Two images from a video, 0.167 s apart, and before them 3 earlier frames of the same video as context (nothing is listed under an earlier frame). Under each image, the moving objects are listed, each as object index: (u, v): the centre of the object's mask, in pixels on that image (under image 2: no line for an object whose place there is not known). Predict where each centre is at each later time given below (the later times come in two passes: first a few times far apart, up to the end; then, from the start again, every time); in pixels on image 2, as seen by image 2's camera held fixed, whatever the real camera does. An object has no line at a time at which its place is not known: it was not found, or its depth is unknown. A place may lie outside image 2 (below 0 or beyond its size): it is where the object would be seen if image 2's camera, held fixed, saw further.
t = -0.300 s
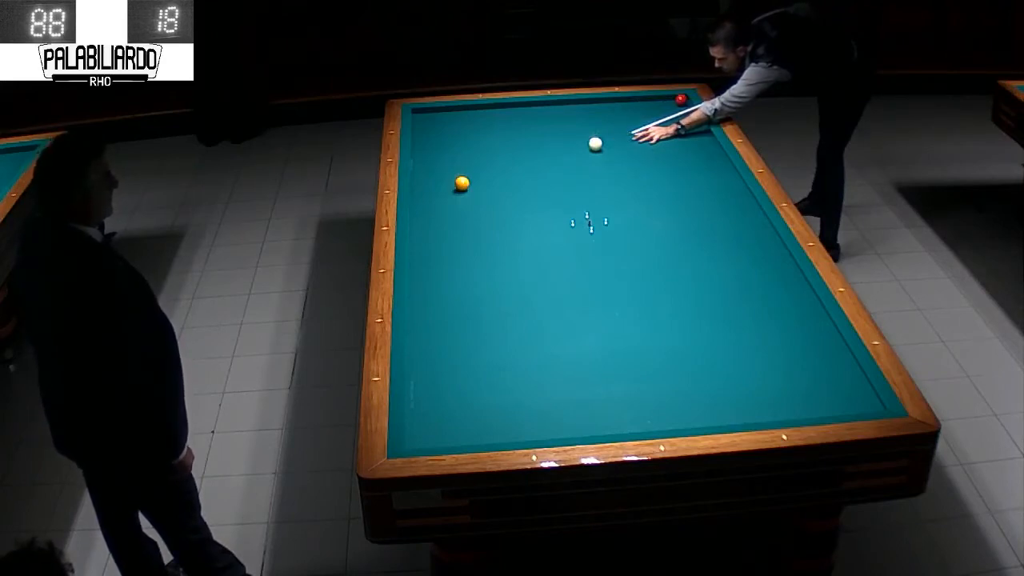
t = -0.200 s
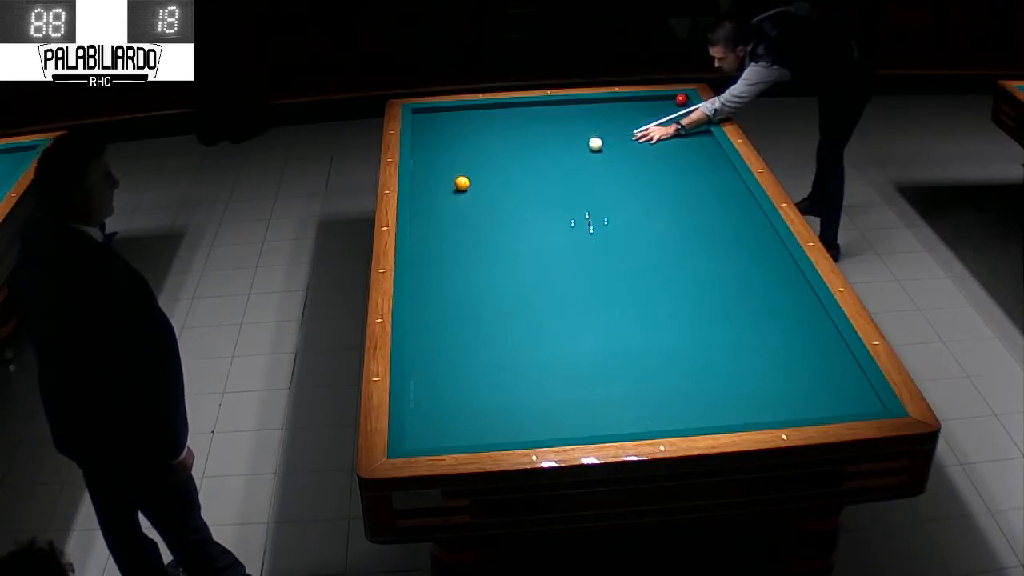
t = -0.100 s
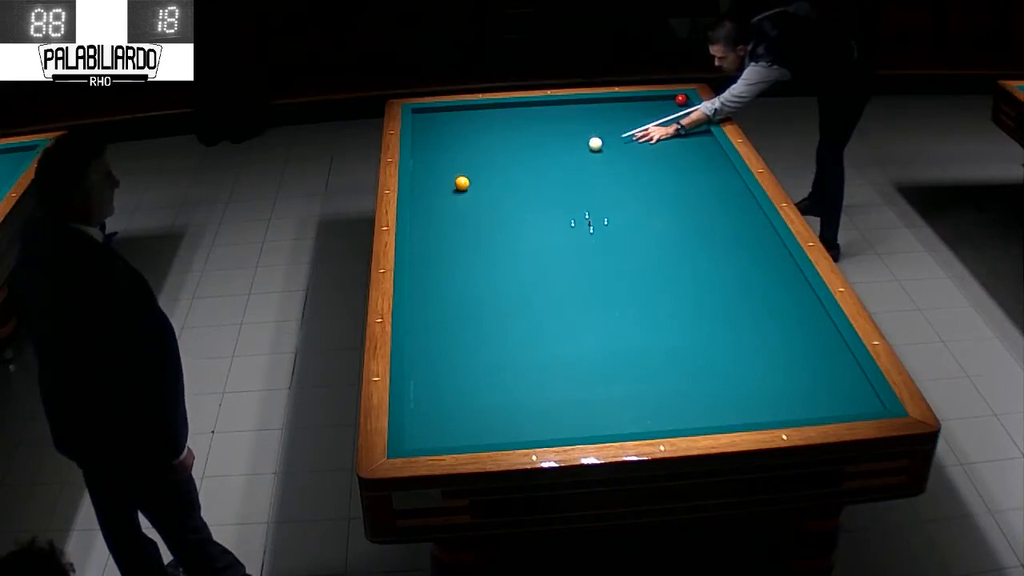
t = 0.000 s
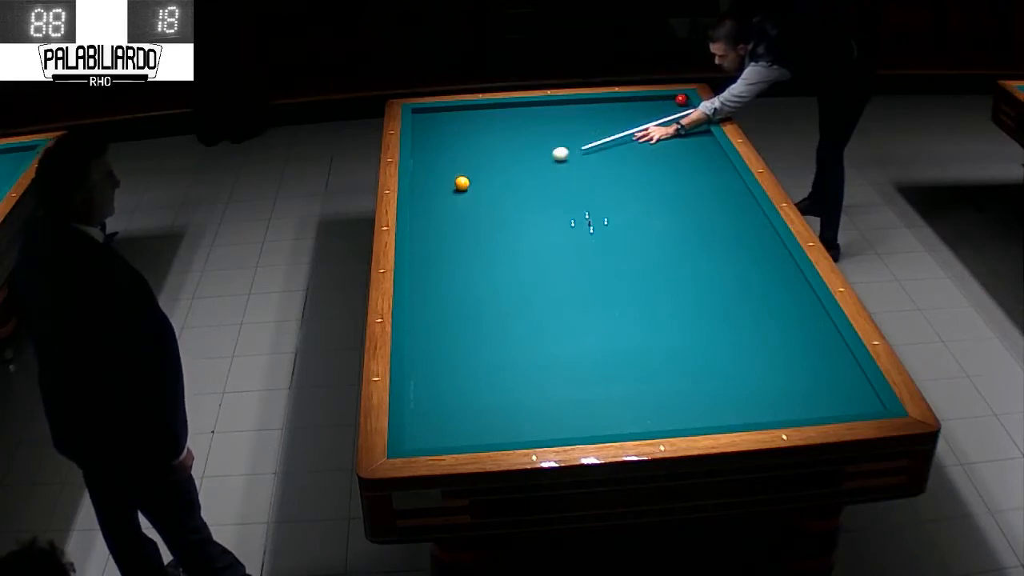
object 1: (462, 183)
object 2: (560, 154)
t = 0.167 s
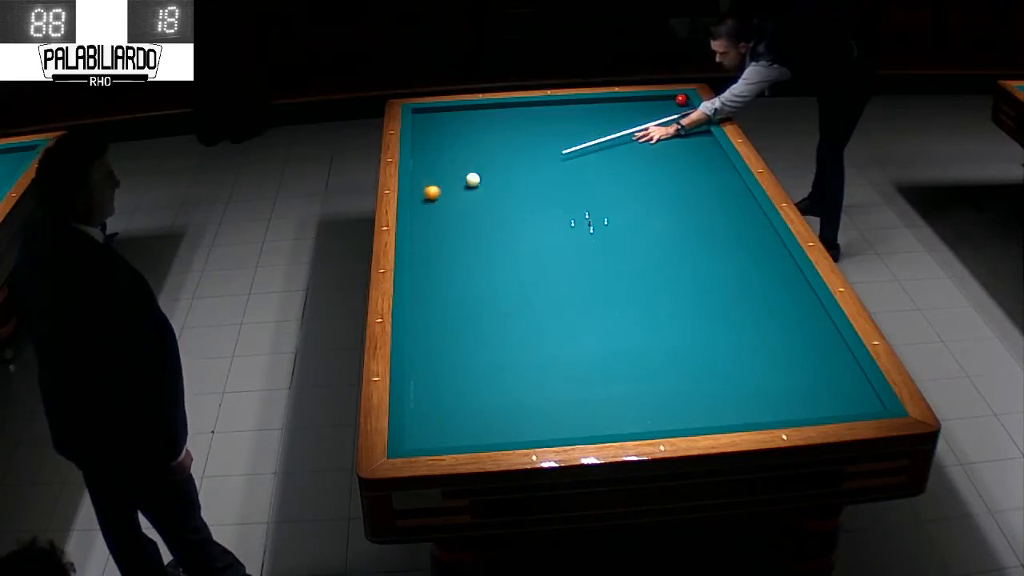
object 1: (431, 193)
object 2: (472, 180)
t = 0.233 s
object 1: (436, 201)
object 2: (471, 179)
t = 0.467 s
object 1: (556, 214)
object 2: (468, 179)
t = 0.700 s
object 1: (659, 226)
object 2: (465, 179)
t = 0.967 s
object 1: (775, 241)
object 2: (462, 179)
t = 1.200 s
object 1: (710, 250)
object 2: (460, 179)
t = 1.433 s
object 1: (663, 259)
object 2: (458, 179)
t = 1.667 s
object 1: (615, 269)
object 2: (457, 179)
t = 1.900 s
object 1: (565, 278)
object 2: (456, 179)
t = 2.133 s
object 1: (515, 289)
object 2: (456, 179)
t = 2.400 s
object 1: (456, 300)
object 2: (456, 179)
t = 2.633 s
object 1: (421, 309)
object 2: (456, 179)
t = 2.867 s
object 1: (452, 312)
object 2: (456, 179)
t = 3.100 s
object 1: (482, 314)
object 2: (456, 179)
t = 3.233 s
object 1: (499, 316)
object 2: (456, 179)
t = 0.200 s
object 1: (417, 199)
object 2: (472, 179)
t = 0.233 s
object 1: (436, 201)
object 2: (471, 179)
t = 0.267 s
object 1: (454, 203)
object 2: (471, 179)
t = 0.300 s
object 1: (472, 204)
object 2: (470, 179)
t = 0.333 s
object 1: (490, 206)
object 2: (470, 179)
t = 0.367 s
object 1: (507, 208)
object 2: (469, 179)
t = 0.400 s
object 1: (524, 210)
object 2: (469, 179)
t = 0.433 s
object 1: (541, 212)
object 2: (468, 179)
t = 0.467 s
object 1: (556, 214)
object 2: (468, 179)
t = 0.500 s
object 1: (572, 215)
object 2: (468, 179)
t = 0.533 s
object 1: (586, 217)
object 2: (467, 179)
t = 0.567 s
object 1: (601, 219)
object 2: (467, 179)
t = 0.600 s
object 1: (616, 221)
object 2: (466, 179)
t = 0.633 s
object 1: (630, 222)
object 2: (466, 179)
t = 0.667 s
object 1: (645, 224)
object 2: (465, 179)
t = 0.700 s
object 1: (659, 226)
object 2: (465, 179)
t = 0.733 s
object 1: (674, 228)
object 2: (465, 179)
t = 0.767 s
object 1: (689, 230)
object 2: (464, 179)
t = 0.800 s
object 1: (703, 231)
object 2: (464, 179)
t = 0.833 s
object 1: (718, 233)
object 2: (463, 179)
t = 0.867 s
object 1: (733, 235)
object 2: (463, 179)
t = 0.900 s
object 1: (748, 237)
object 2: (463, 179)
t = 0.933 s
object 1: (763, 239)
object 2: (462, 179)
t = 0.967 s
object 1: (775, 241)
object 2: (462, 179)
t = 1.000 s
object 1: (764, 242)
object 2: (461, 179)
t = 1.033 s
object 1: (754, 243)
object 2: (461, 179)
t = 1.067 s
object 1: (744, 245)
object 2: (461, 179)
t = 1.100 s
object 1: (735, 246)
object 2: (461, 179)
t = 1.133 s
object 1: (726, 247)
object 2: (460, 179)
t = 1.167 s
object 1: (718, 249)
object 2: (460, 179)
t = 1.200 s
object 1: (710, 250)
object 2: (460, 179)
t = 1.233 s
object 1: (703, 251)
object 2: (459, 179)
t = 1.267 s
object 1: (697, 252)
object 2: (459, 179)
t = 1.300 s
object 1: (690, 254)
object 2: (459, 179)
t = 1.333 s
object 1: (683, 255)
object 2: (459, 179)
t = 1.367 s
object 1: (676, 256)
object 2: (458, 179)
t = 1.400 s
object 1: (670, 258)
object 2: (458, 179)
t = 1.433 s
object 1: (663, 259)
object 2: (458, 179)
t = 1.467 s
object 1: (656, 260)
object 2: (458, 179)
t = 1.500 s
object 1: (649, 262)
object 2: (458, 179)
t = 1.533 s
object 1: (642, 263)
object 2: (457, 179)
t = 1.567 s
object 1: (635, 265)
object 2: (457, 179)
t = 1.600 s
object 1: (629, 266)
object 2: (457, 179)
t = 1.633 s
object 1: (622, 267)
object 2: (457, 179)
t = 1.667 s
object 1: (615, 269)
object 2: (457, 179)
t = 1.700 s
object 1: (607, 270)
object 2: (457, 179)
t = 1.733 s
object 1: (600, 272)
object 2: (457, 179)
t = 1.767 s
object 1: (593, 273)
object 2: (457, 179)
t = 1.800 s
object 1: (586, 274)
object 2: (456, 179)
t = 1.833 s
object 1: (579, 276)
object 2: (456, 179)
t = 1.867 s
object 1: (572, 277)
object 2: (456, 179)
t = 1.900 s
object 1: (565, 278)
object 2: (456, 179)
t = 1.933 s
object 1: (558, 280)
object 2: (456, 179)
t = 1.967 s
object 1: (550, 281)
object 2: (456, 179)
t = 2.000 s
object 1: (543, 283)
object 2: (456, 179)
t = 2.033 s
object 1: (536, 284)
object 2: (456, 179)
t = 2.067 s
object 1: (529, 286)
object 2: (456, 179)
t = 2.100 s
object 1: (522, 287)
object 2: (456, 179)
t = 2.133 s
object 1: (515, 289)
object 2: (456, 179)
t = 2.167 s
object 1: (507, 290)
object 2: (456, 179)
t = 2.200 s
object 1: (500, 291)
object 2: (456, 179)
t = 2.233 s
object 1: (493, 293)
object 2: (456, 179)
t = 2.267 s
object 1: (486, 294)
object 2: (456, 179)
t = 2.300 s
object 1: (478, 296)
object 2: (456, 179)
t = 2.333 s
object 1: (471, 297)
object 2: (456, 179)
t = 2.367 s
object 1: (464, 299)
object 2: (456, 179)
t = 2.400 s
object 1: (456, 300)
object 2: (456, 179)
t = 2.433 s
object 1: (449, 302)
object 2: (456, 179)
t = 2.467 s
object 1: (442, 303)
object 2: (456, 179)
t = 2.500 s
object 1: (435, 305)
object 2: (456, 179)
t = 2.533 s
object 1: (427, 306)
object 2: (456, 179)
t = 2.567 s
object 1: (420, 307)
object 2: (456, 179)
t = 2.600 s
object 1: (415, 309)
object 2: (456, 179)
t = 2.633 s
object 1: (421, 309)
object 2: (456, 179)
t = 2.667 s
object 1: (426, 309)
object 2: (456, 179)
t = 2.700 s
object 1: (430, 310)
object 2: (456, 179)
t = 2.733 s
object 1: (435, 310)
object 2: (456, 179)
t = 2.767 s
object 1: (439, 310)
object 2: (456, 179)
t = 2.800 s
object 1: (443, 311)
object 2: (456, 179)
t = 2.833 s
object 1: (447, 311)
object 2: (456, 179)
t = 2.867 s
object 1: (452, 312)
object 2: (456, 179)
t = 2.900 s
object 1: (456, 312)
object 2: (456, 179)
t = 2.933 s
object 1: (460, 312)
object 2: (456, 179)
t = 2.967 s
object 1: (464, 313)
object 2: (456, 179)
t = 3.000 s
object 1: (469, 313)
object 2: (456, 179)
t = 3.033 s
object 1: (473, 313)
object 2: (456, 179)
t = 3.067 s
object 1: (477, 314)
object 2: (456, 179)
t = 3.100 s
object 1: (482, 314)
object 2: (456, 179)
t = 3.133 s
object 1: (486, 314)
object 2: (456, 179)
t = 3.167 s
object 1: (490, 315)
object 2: (456, 179)
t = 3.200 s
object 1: (494, 315)
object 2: (456, 179)
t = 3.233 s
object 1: (499, 316)
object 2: (456, 179)
